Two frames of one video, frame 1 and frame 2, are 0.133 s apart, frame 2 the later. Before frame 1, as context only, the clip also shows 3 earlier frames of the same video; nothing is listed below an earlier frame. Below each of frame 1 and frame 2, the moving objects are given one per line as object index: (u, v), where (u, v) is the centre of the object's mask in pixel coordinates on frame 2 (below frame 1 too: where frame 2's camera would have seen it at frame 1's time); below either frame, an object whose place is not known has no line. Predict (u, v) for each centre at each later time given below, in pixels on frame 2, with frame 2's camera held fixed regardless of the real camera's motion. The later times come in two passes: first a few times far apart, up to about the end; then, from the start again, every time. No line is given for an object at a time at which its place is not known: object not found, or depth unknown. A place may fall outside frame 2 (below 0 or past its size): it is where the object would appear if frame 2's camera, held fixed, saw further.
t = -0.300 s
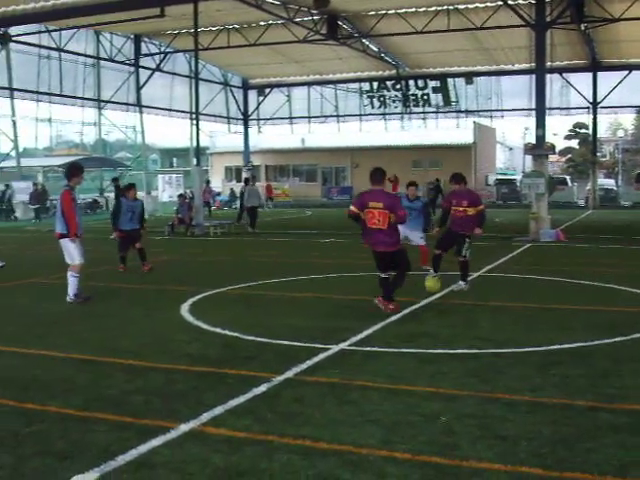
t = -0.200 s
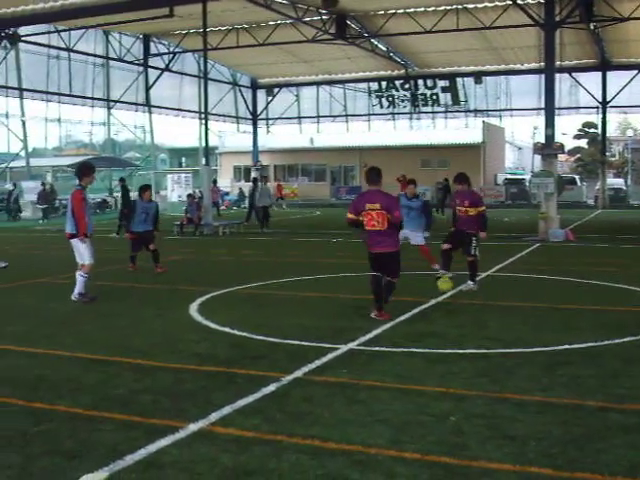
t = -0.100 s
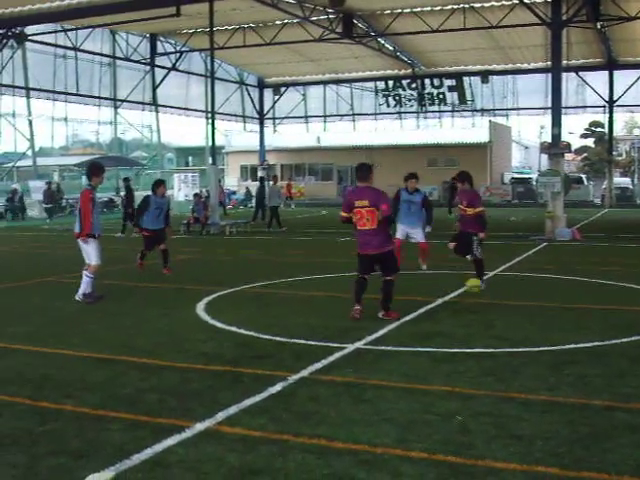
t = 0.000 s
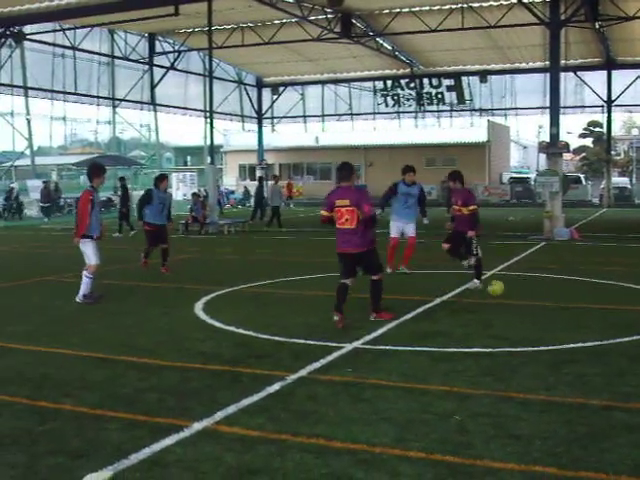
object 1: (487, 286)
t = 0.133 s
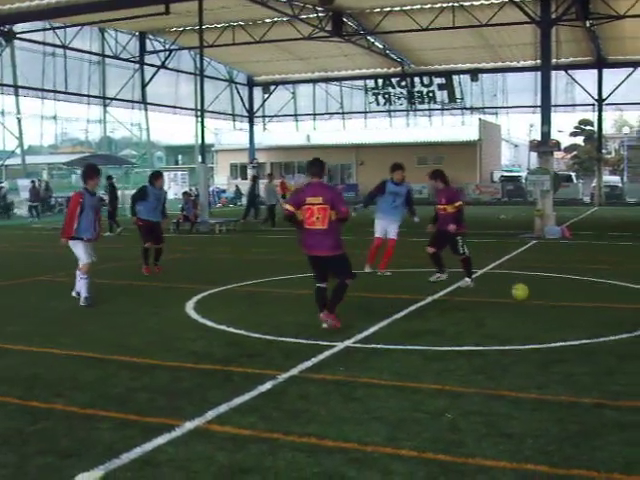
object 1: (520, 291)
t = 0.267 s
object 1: (554, 296)
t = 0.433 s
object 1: (600, 302)
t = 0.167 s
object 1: (528, 292)
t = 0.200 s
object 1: (536, 293)
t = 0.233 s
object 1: (545, 294)
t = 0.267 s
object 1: (554, 296)
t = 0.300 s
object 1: (563, 297)
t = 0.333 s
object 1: (572, 298)
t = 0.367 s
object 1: (581, 299)
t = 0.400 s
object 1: (589, 301)
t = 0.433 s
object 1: (600, 302)
